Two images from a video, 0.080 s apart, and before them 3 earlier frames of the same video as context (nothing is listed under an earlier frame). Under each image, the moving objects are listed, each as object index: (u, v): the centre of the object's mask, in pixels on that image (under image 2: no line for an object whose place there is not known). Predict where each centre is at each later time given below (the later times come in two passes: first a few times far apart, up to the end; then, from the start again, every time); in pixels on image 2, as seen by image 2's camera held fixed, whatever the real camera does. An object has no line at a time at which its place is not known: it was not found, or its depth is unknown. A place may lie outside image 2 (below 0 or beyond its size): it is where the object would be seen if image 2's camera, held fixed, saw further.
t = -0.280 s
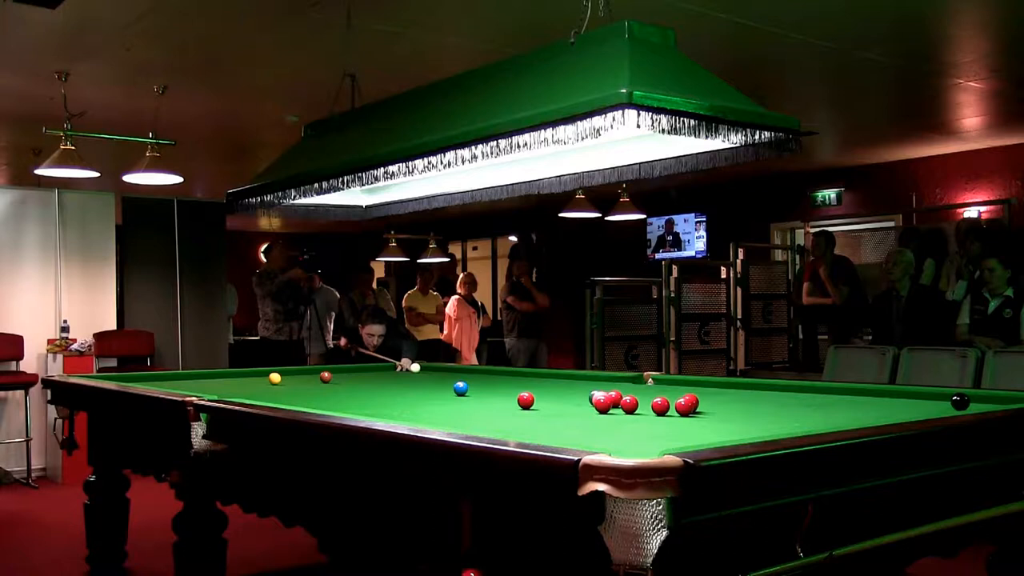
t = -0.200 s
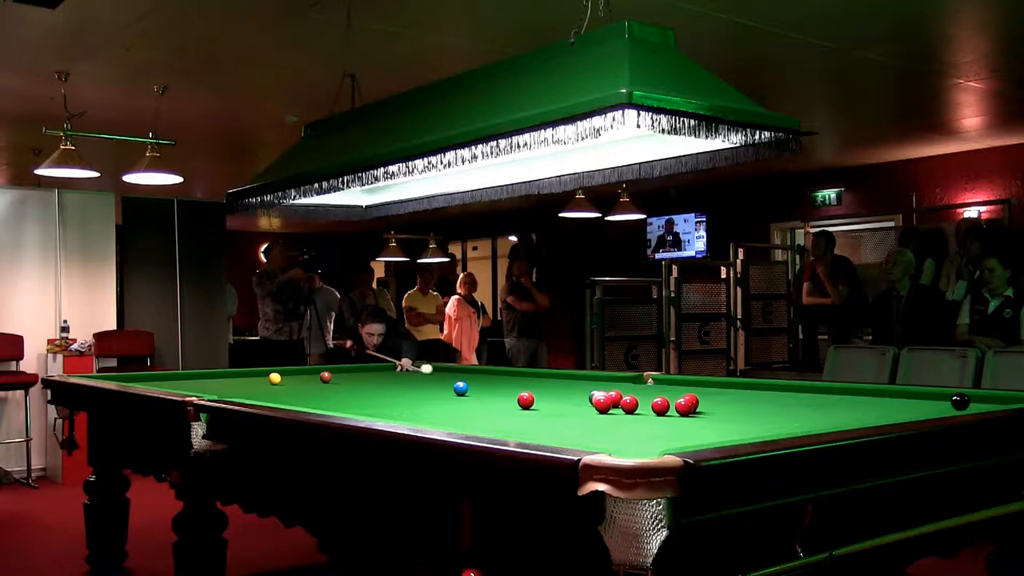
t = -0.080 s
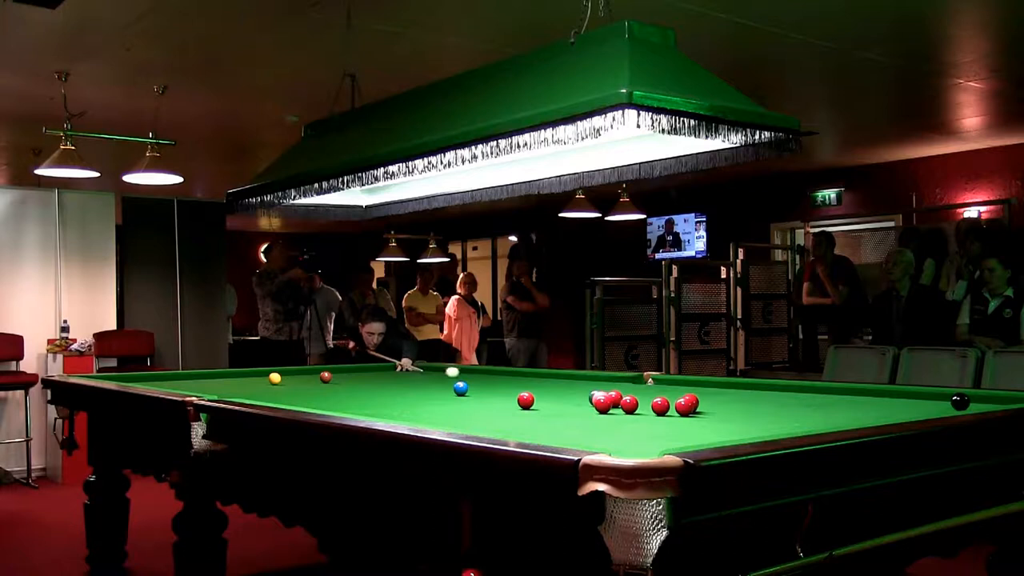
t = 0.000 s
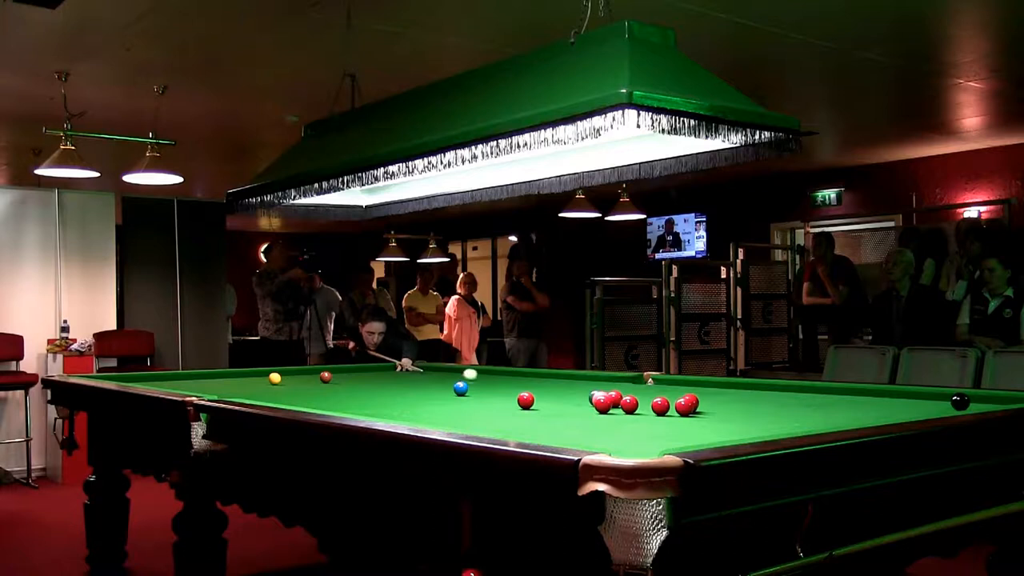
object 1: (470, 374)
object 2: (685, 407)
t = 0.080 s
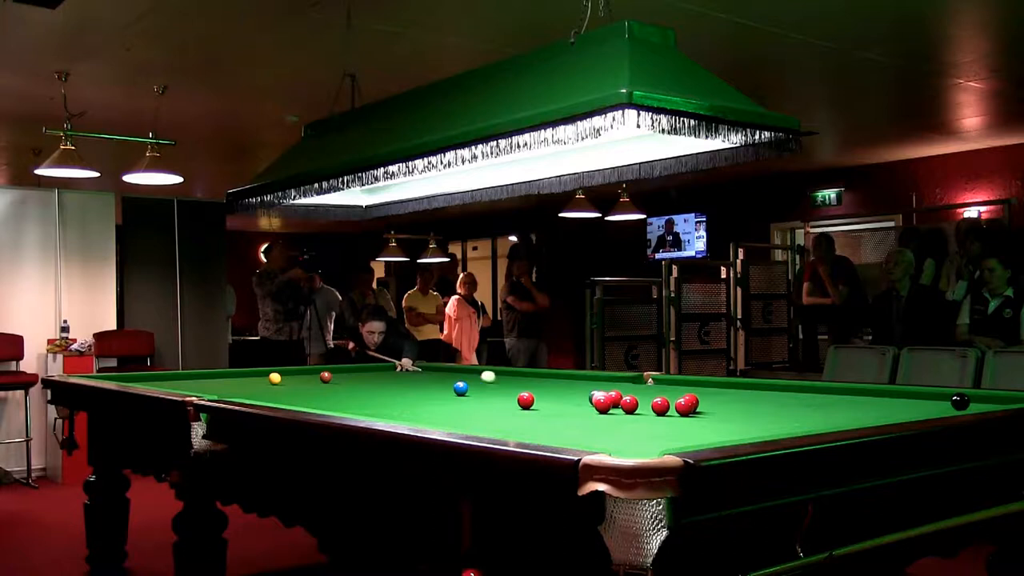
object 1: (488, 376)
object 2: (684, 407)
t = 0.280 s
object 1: (535, 382)
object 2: (684, 407)
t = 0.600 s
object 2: (684, 407)
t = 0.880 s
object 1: (756, 401)
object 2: (675, 412)
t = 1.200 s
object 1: (931, 407)
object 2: (650, 423)
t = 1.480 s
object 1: (918, 404)
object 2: (624, 436)
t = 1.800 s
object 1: (854, 397)
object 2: (605, 445)
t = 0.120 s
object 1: (497, 377)
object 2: (684, 407)
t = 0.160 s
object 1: (506, 378)
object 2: (684, 407)
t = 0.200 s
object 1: (516, 380)
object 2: (684, 407)
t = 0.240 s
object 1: (525, 381)
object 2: (684, 407)
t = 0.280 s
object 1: (535, 382)
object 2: (684, 407)
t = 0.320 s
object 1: (546, 383)
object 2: (684, 407)
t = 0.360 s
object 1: (556, 384)
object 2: (684, 407)
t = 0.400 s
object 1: (567, 385)
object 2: (684, 407)
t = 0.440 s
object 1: (580, 387)
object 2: (684, 407)
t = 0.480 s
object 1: (591, 387)
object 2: (684, 407)
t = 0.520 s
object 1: (604, 388)
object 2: (684, 407)
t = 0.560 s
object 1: (619, 389)
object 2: (684, 407)
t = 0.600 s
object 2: (684, 407)
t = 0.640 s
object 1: (646, 395)
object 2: (684, 407)
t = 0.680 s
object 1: (662, 394)
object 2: (684, 407)
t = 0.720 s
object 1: (675, 396)
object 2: (684, 407)
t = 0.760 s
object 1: (700, 399)
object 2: (684, 407)
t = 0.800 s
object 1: (716, 401)
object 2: (681, 408)
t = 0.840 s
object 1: (735, 401)
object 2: (677, 410)
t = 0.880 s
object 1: (756, 401)
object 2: (675, 412)
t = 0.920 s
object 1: (776, 402)
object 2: (672, 413)
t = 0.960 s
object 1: (797, 403)
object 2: (669, 414)
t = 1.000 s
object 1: (818, 404)
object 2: (666, 416)
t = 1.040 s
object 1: (840, 405)
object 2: (663, 417)
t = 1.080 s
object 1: (862, 406)
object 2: (660, 419)
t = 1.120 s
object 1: (884, 407)
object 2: (656, 420)
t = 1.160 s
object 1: (908, 407)
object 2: (653, 422)
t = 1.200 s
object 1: (931, 407)
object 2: (650, 423)
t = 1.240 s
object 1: (956, 407)
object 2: (647, 425)
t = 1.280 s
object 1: (977, 406)
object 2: (643, 427)
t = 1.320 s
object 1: (963, 406)
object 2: (639, 428)
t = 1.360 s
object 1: (950, 406)
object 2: (636, 430)
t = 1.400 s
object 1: (937, 405)
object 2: (632, 432)
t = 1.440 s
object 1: (927, 404)
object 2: (628, 434)
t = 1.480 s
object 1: (918, 404)
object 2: (624, 436)
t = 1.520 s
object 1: (910, 403)
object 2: (619, 438)
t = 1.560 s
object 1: (901, 402)
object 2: (615, 440)
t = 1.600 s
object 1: (893, 402)
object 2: (611, 441)
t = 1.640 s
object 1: (884, 401)
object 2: (607, 441)
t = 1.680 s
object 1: (877, 400)
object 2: (603, 442)
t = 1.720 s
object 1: (869, 399)
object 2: (597, 442)
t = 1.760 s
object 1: (861, 398)
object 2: (593, 442)
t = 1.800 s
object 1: (854, 397)
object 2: (605, 445)
